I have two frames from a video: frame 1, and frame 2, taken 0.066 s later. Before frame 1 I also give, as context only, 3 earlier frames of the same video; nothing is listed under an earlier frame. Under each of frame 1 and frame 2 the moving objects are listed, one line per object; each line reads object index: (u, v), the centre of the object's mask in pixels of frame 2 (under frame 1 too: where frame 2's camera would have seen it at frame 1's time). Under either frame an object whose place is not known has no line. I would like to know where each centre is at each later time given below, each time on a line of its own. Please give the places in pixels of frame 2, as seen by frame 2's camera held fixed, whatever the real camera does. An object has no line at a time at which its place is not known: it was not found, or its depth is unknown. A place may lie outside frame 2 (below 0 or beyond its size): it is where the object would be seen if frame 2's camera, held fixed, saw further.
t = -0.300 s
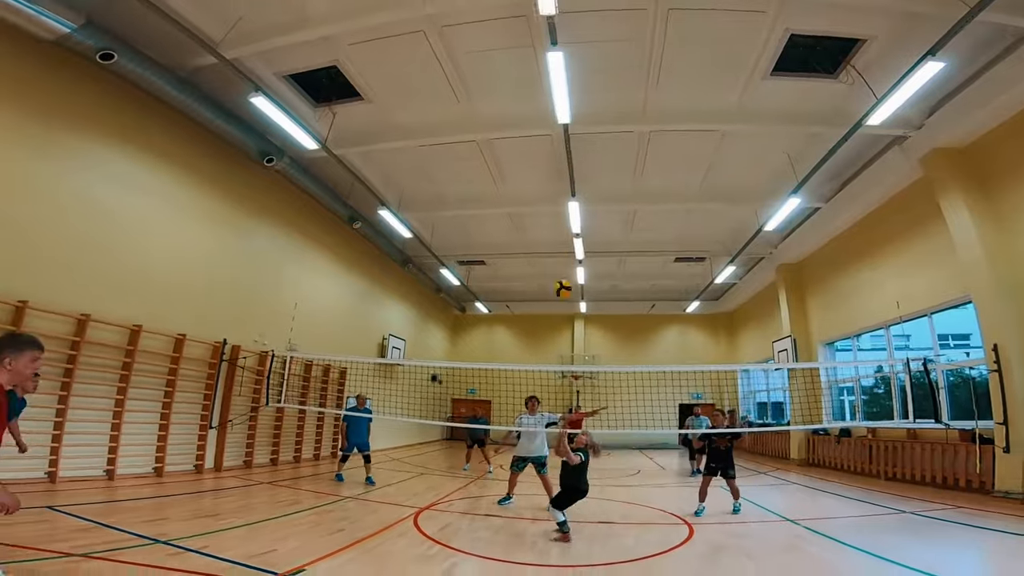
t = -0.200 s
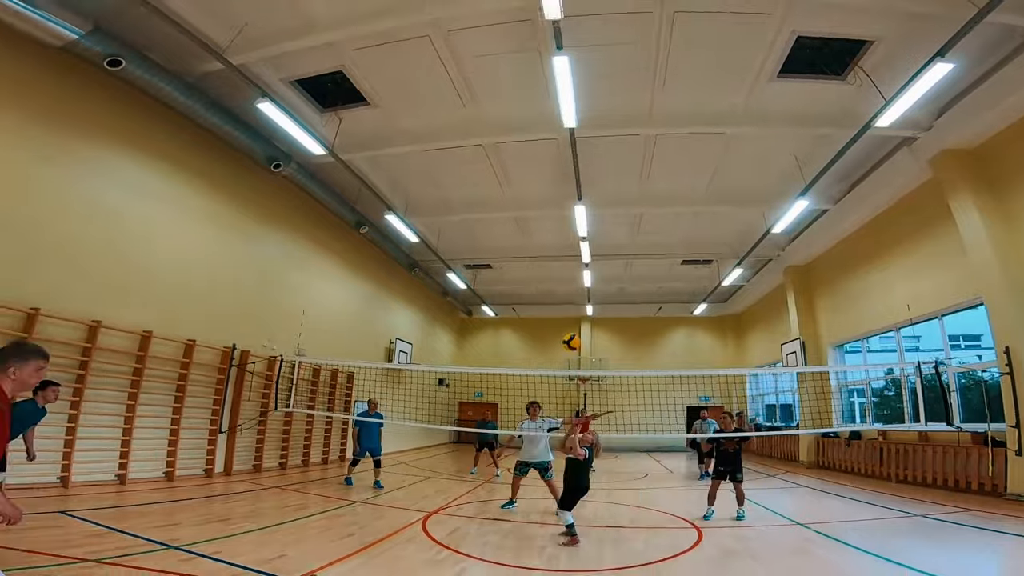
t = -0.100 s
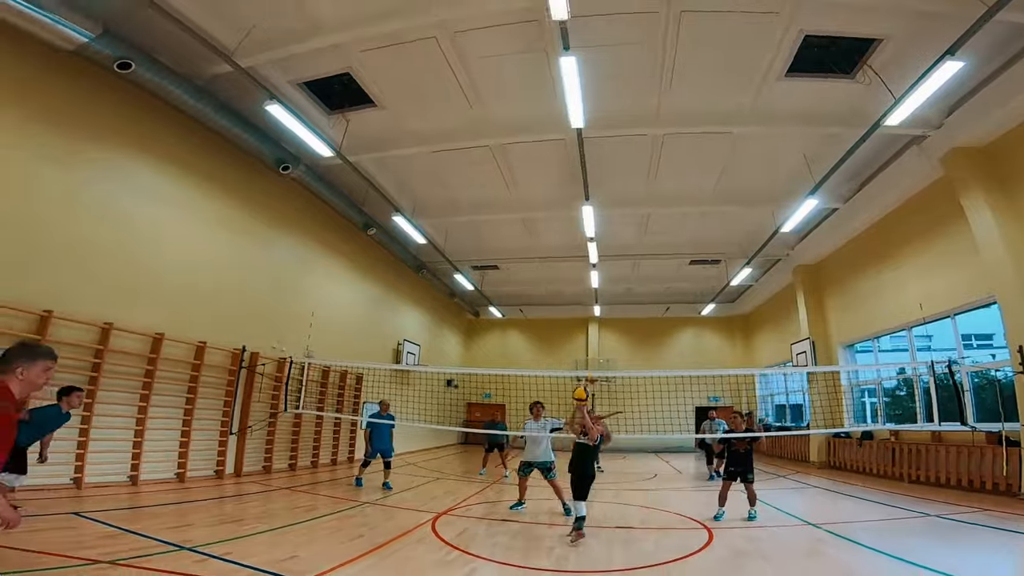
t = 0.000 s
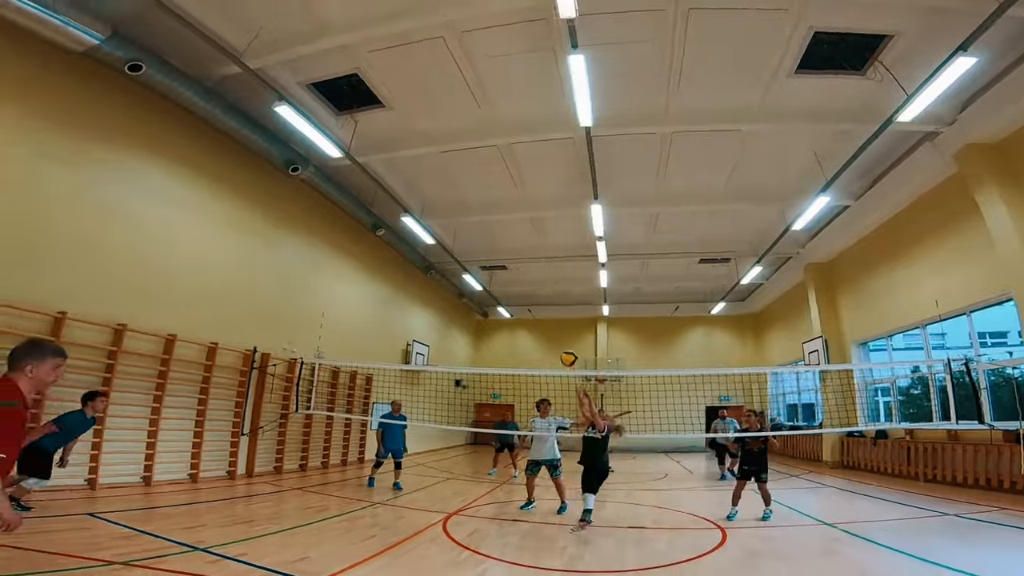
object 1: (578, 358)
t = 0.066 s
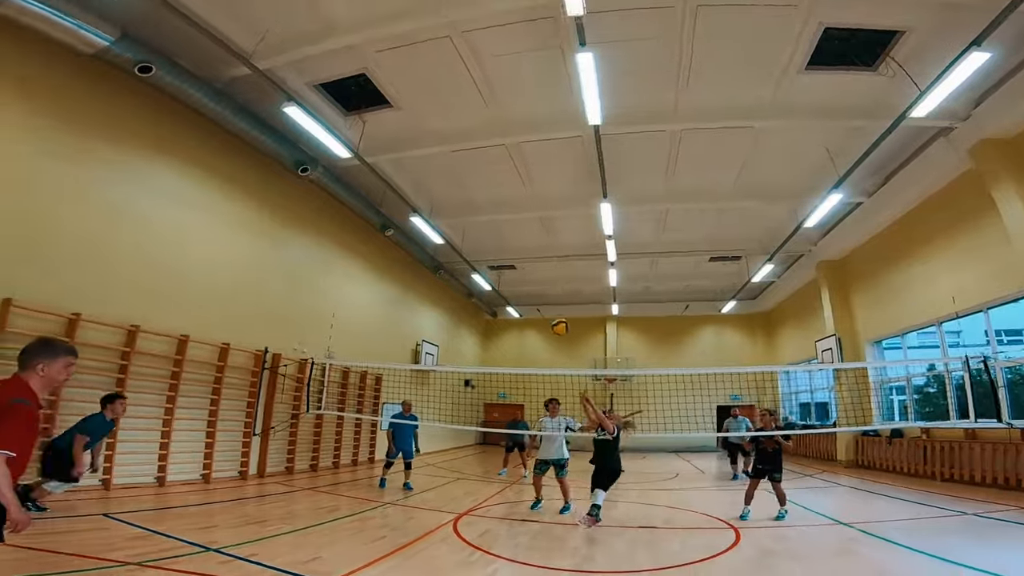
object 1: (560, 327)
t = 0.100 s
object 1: (552, 313)
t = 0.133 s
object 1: (544, 300)
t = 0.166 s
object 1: (536, 287)
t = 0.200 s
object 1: (528, 276)
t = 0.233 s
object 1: (519, 266)
